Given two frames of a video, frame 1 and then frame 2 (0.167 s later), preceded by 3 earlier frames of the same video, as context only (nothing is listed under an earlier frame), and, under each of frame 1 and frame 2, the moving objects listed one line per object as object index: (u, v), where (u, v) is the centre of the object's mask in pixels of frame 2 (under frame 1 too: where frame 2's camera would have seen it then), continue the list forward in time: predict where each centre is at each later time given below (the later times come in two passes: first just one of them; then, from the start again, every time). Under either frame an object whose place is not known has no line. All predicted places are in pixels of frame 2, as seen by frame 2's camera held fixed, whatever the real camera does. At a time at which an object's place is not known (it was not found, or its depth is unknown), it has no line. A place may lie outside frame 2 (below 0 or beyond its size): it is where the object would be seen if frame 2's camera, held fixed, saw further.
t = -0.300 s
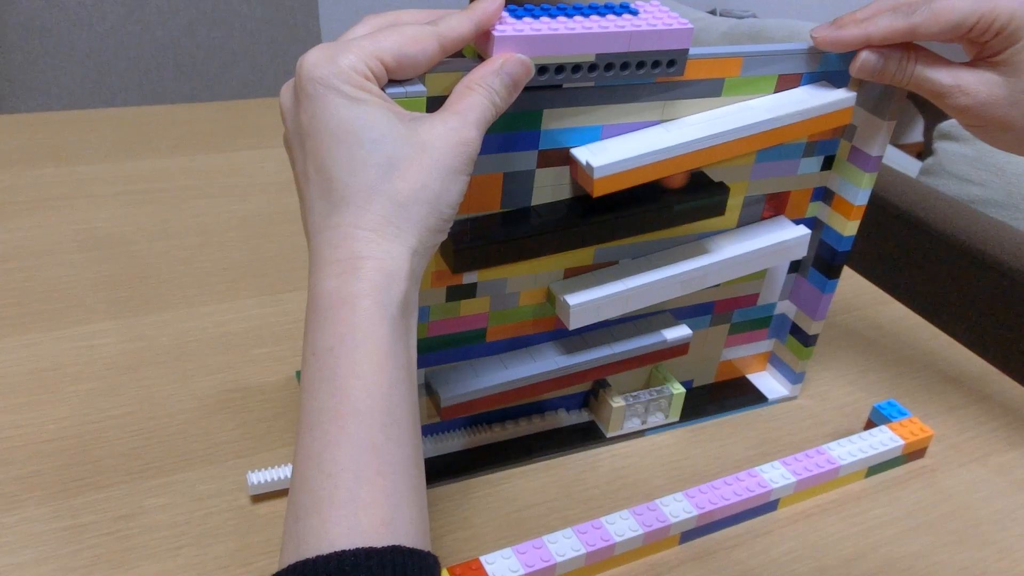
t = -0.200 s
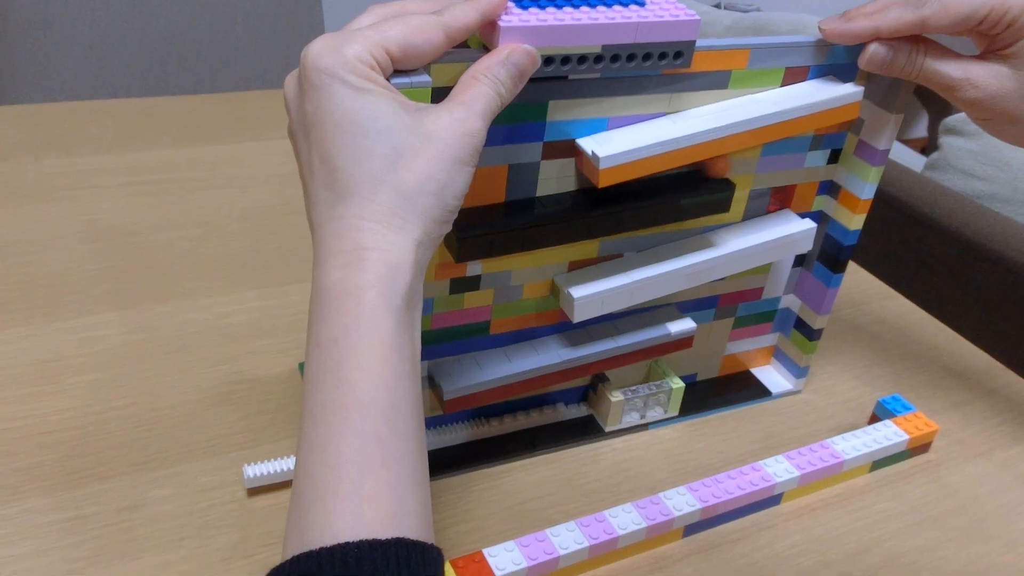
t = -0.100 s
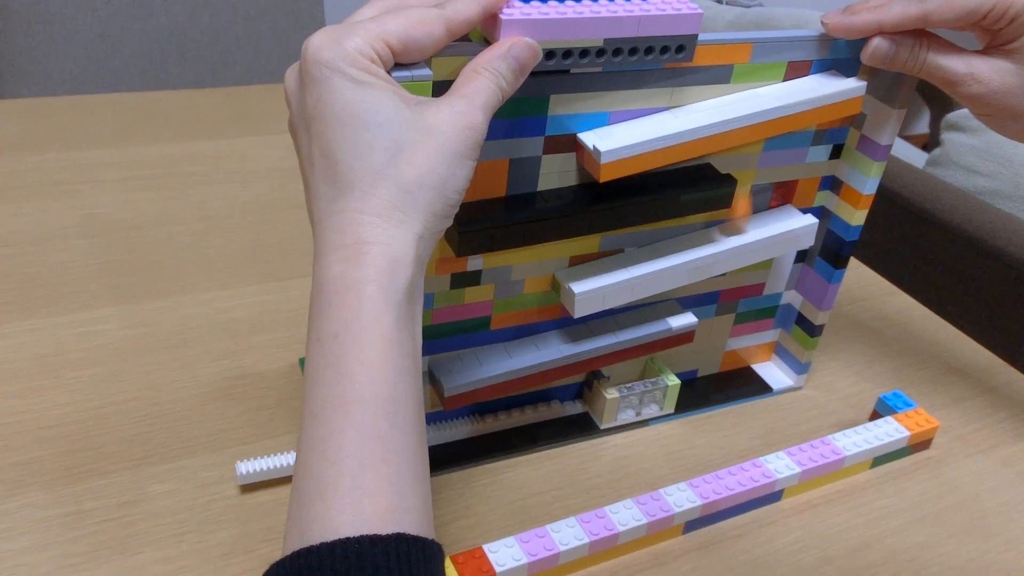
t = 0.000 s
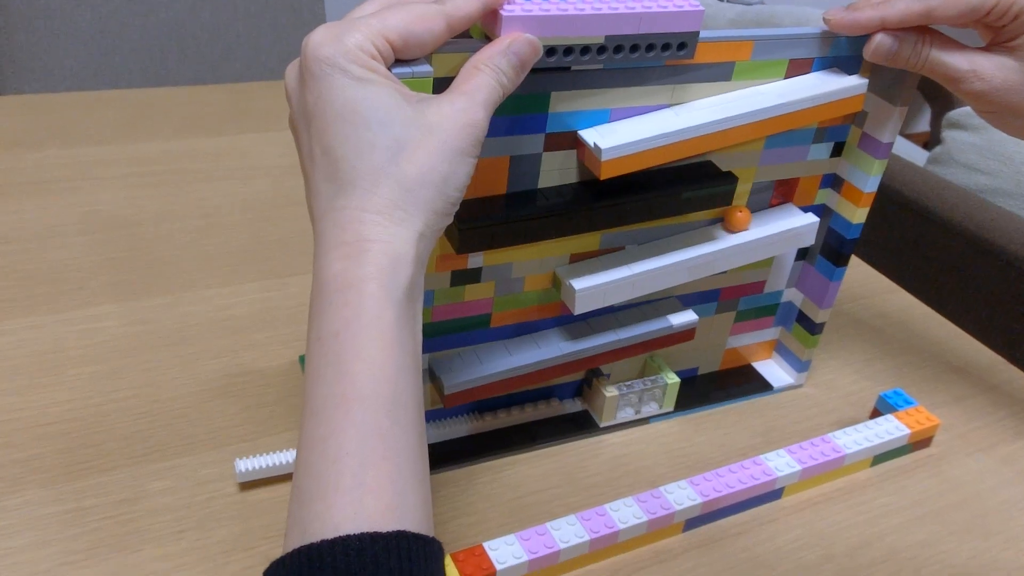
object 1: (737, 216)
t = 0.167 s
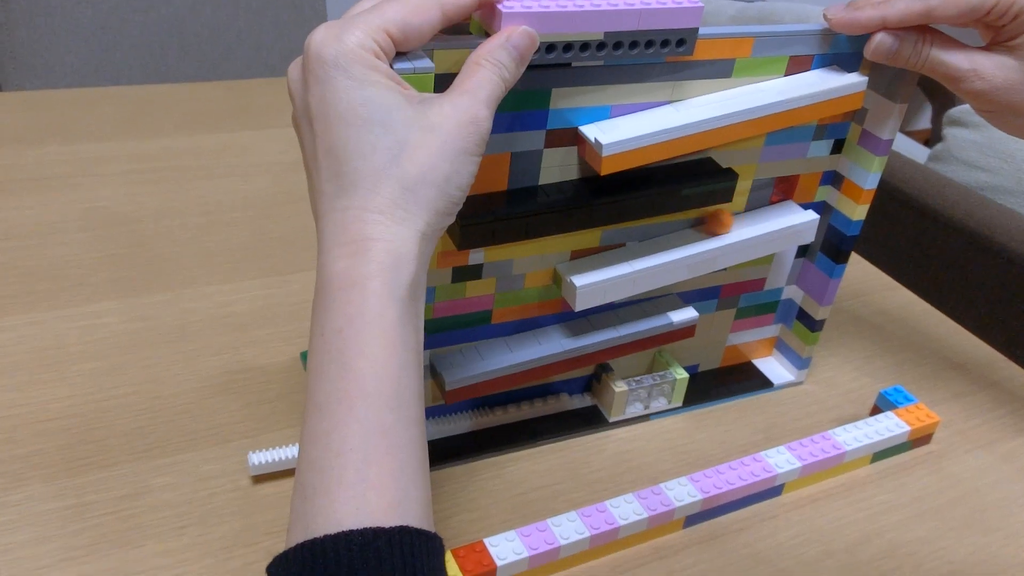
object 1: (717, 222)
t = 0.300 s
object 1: (669, 236)
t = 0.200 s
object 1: (708, 225)
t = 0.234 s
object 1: (697, 228)
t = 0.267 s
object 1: (685, 232)
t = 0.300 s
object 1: (669, 236)
